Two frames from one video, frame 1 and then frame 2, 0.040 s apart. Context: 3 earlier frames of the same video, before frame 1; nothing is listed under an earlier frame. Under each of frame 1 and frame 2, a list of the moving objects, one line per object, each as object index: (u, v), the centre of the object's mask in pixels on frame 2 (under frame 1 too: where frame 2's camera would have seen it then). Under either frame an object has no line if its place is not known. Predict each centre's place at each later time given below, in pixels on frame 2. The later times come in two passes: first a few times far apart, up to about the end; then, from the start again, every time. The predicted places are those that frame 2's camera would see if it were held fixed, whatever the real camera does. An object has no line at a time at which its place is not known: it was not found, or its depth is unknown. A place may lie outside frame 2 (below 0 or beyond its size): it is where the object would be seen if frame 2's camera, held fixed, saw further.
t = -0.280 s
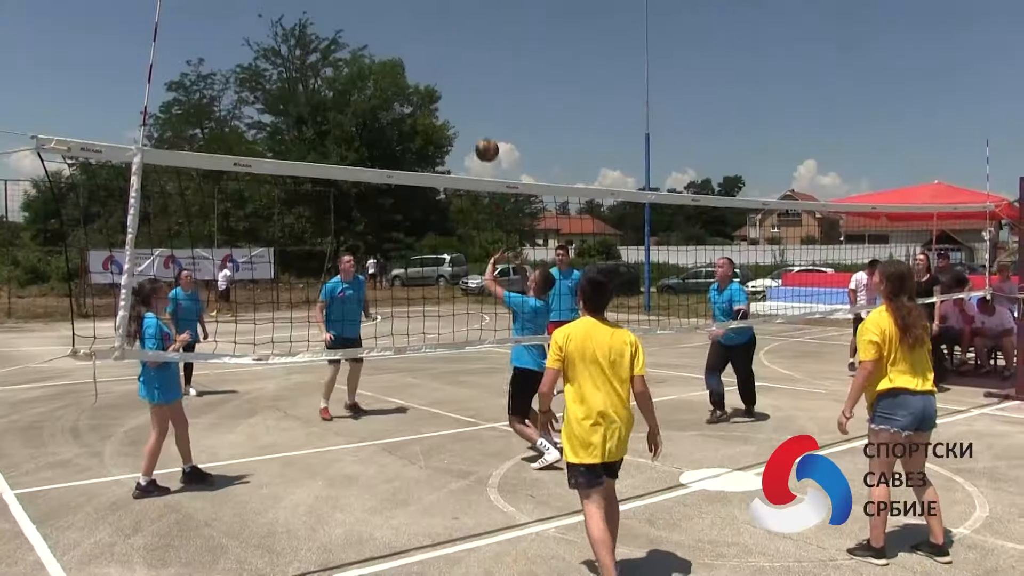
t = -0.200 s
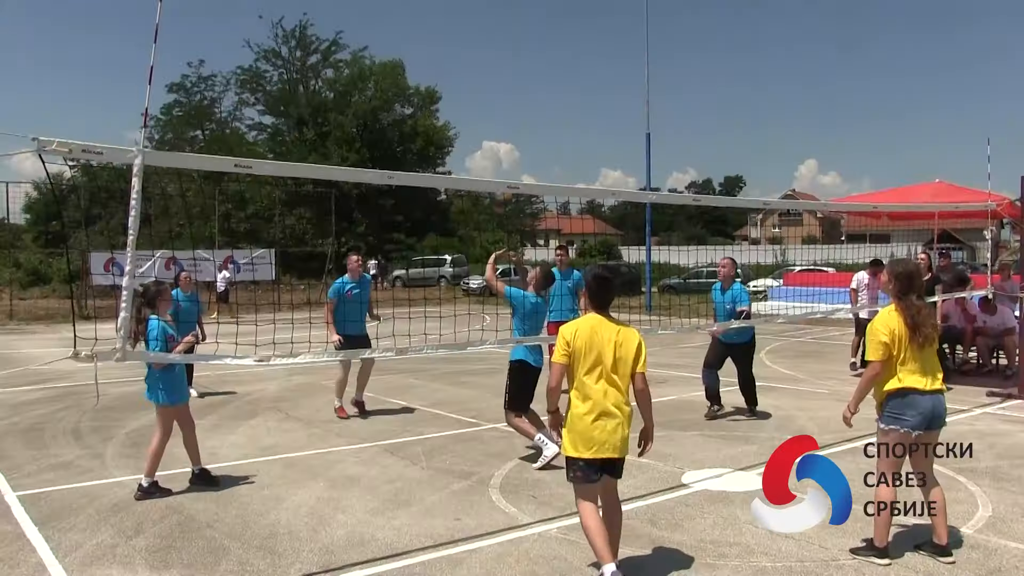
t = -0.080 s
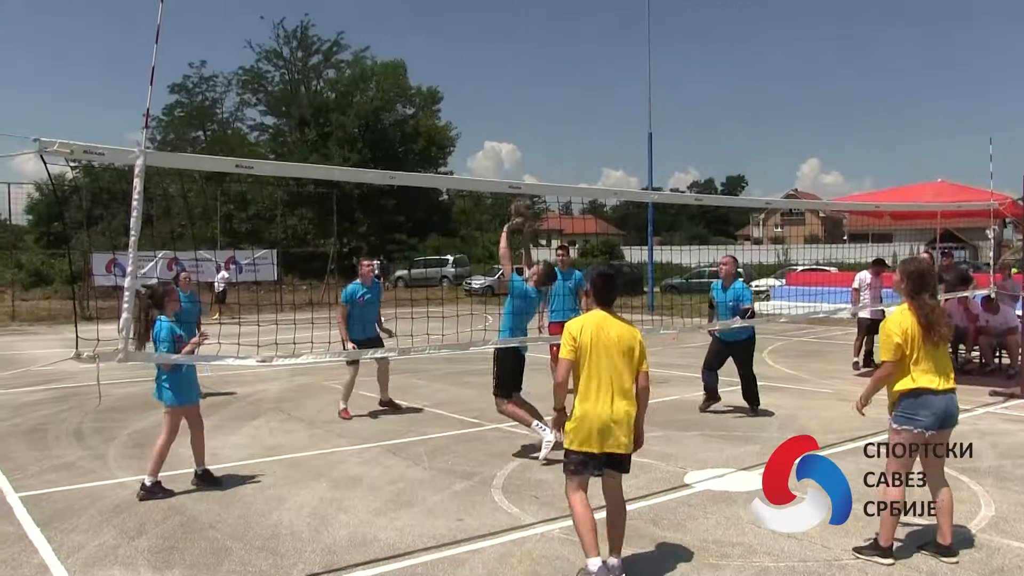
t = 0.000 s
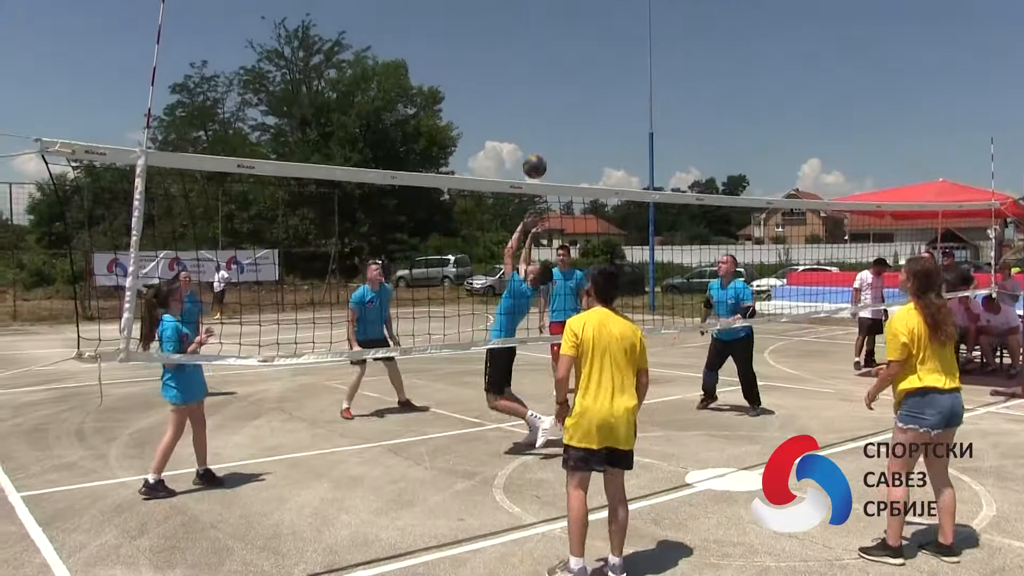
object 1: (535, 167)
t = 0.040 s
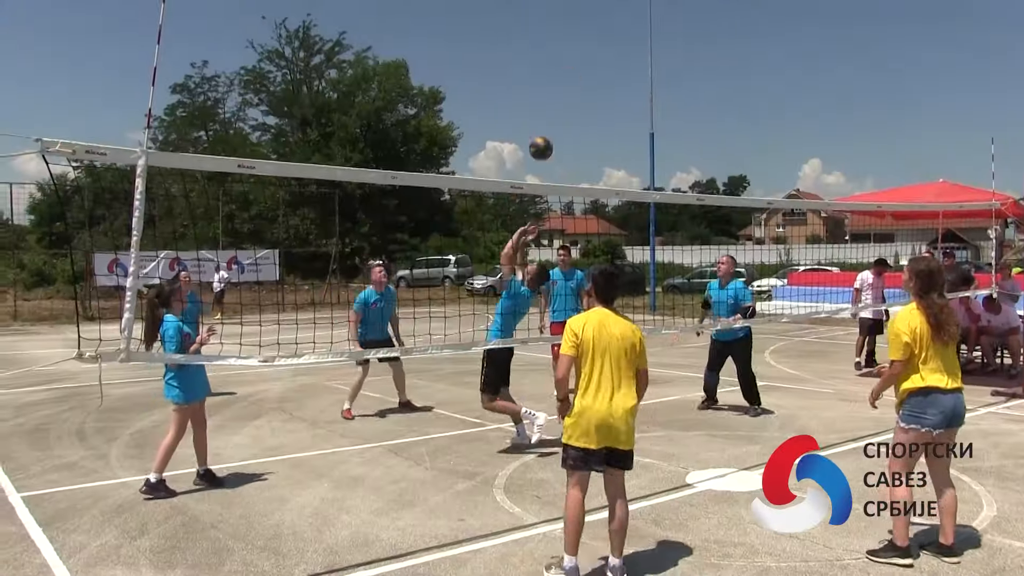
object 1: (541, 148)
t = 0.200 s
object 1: (563, 92)
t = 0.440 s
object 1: (596, 61)
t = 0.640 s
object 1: (616, 82)
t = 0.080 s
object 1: (546, 132)
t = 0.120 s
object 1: (552, 116)
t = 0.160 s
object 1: (557, 103)
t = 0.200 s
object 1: (563, 92)
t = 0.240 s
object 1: (569, 82)
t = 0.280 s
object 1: (574, 74)
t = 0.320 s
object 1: (580, 68)
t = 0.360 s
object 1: (586, 64)
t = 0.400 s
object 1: (591, 61)
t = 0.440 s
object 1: (596, 61)
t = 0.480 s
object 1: (600, 62)
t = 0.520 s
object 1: (605, 64)
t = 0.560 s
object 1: (608, 69)
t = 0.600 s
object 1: (612, 75)
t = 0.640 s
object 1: (616, 82)
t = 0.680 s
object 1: (619, 91)
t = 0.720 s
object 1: (623, 102)
